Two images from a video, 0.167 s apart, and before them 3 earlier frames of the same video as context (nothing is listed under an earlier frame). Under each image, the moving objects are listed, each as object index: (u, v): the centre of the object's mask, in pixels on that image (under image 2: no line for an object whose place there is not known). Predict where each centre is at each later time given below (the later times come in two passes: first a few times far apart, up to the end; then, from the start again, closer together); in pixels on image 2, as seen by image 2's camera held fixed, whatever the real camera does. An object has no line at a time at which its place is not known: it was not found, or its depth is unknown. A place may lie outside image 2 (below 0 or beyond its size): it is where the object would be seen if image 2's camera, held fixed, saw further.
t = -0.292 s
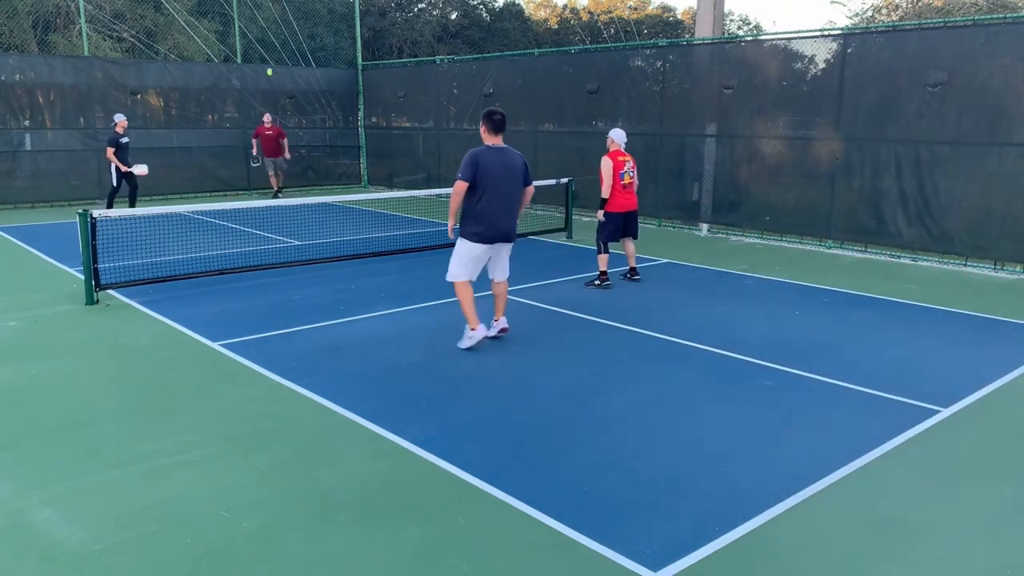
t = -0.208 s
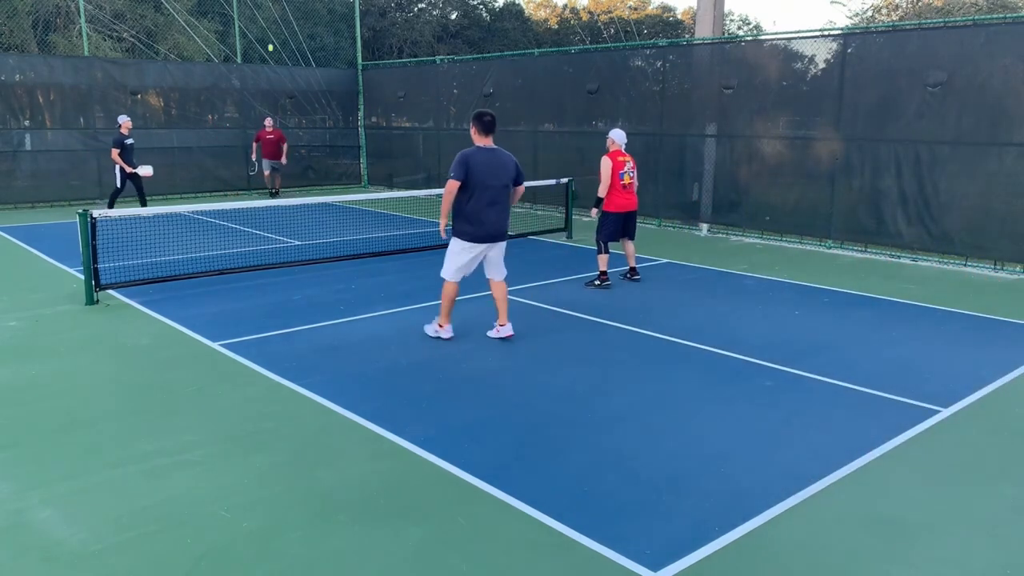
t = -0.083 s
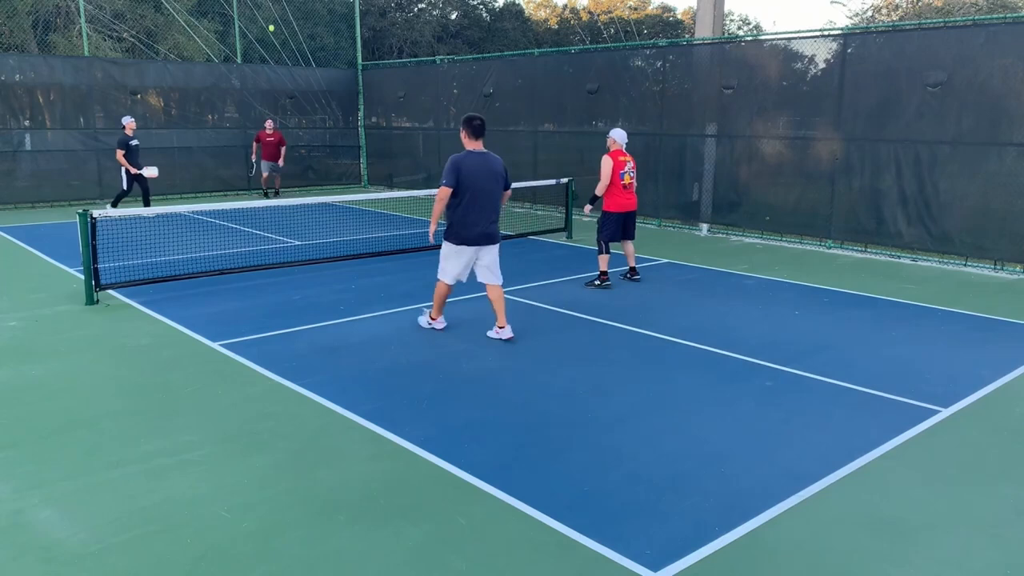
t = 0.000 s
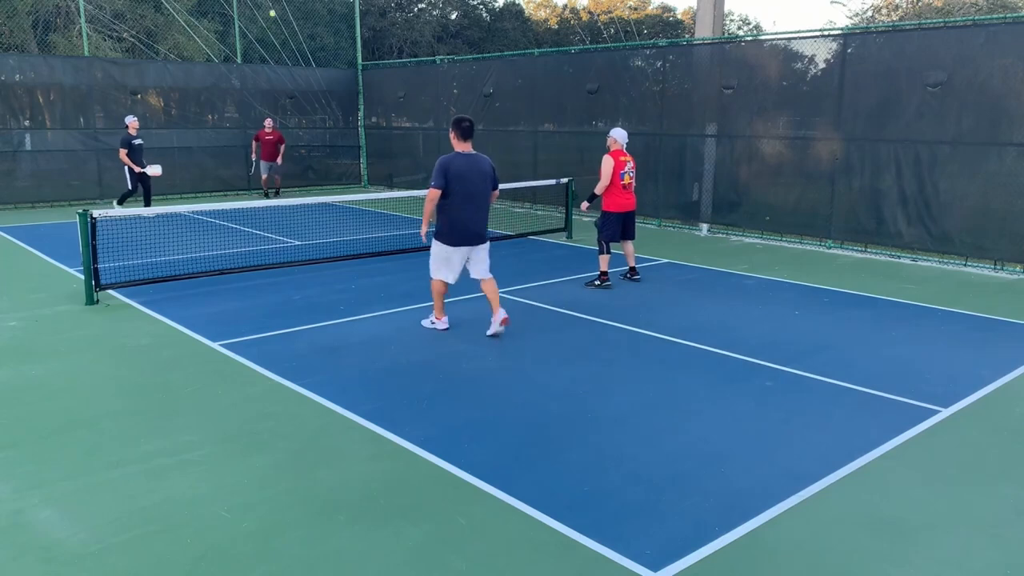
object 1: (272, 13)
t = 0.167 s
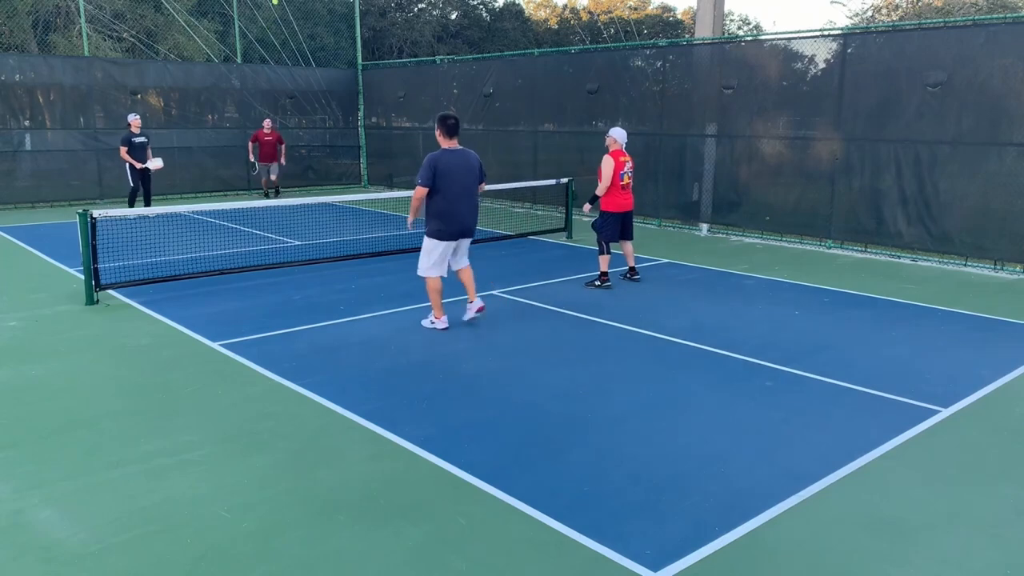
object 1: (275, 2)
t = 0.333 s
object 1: (278, 8)
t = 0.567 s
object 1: (283, 53)
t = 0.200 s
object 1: (275, 2)
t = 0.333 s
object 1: (278, 8)
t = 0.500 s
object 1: (281, 35)
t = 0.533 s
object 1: (282, 44)
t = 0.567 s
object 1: (283, 53)
